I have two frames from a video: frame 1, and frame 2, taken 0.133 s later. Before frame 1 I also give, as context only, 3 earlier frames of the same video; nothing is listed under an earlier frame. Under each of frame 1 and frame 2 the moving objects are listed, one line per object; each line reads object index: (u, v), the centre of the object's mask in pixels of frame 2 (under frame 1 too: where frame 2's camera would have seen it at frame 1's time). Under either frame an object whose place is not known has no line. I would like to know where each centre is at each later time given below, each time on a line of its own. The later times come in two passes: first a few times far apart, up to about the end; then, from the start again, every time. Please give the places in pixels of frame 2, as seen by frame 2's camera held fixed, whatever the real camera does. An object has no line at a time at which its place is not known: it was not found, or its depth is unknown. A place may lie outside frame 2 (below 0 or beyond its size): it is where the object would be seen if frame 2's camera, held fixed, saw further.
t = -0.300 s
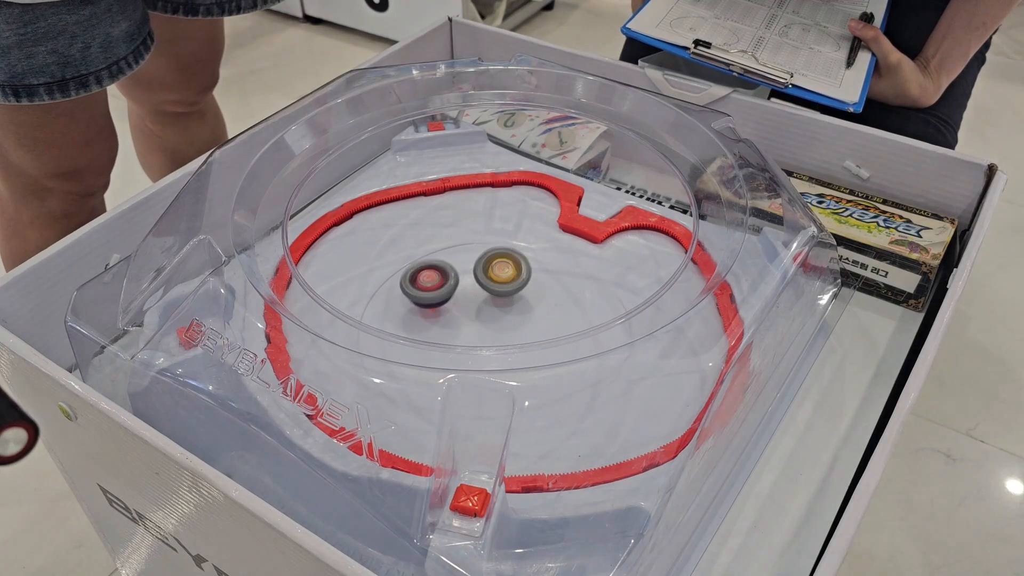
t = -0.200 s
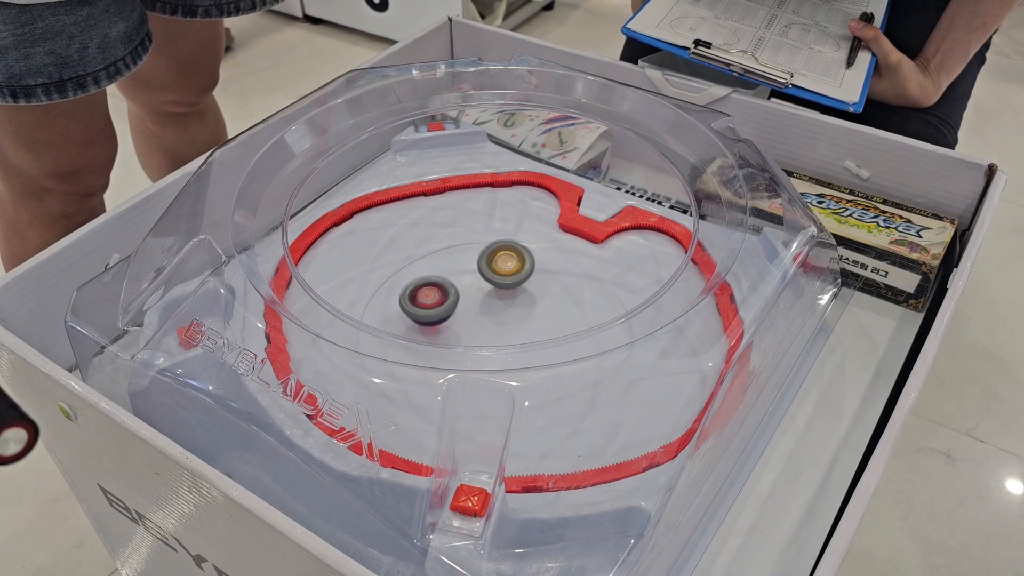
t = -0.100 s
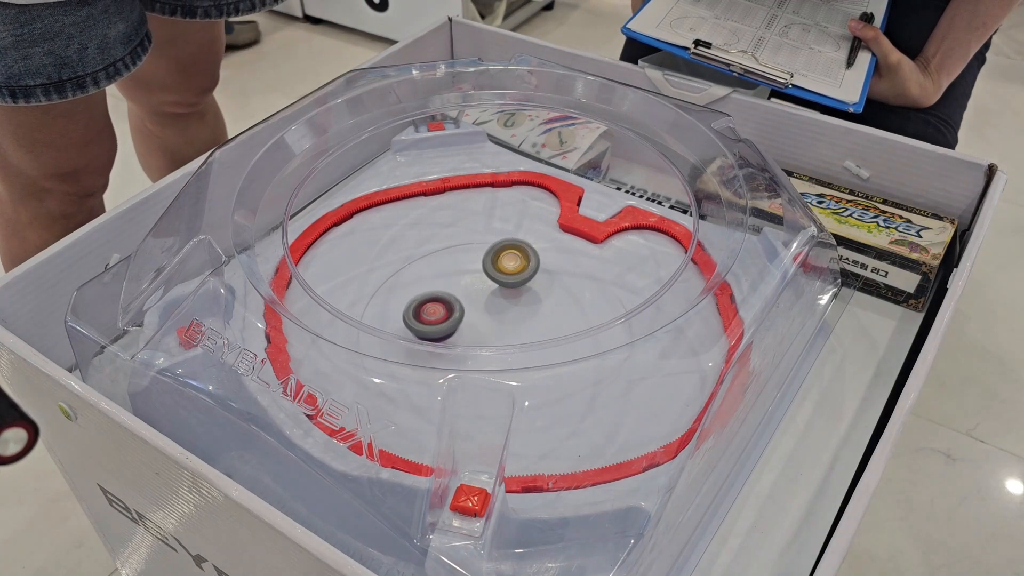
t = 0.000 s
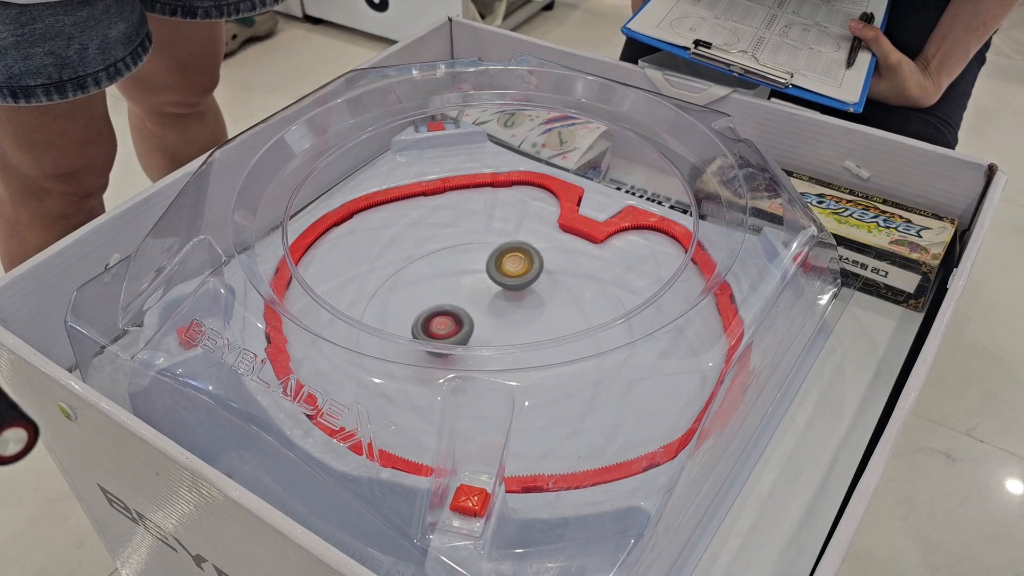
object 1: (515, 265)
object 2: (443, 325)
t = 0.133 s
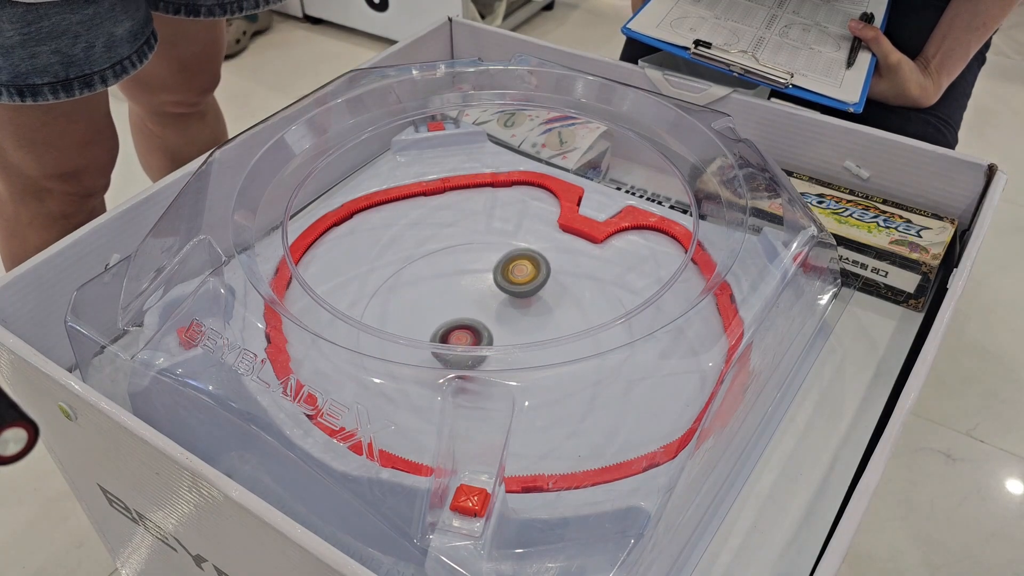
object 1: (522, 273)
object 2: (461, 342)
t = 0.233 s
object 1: (527, 282)
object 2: (477, 346)
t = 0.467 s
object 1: (536, 307)
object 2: (512, 345)
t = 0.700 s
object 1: (603, 252)
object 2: (429, 391)
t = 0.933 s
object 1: (560, 258)
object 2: (449, 329)
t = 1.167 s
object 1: (487, 264)
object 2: (439, 310)
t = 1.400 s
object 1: (448, 274)
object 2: (405, 308)
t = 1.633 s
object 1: (467, 269)
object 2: (377, 308)
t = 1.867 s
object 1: (471, 271)
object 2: (395, 307)
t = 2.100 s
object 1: (492, 285)
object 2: (431, 304)
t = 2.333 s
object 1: (557, 300)
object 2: (425, 298)
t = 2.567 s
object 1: (615, 300)
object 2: (401, 307)
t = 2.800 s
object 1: (599, 308)
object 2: (429, 321)
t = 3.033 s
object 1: (551, 320)
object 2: (476, 329)
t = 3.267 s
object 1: (591, 298)
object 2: (373, 327)
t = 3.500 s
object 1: (532, 275)
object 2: (370, 352)
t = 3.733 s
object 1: (481, 259)
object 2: (399, 357)
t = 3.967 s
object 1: (445, 256)
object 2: (449, 353)
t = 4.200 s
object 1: (431, 267)
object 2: (500, 335)
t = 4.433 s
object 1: (441, 296)
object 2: (545, 315)
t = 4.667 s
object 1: (469, 324)
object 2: (574, 295)
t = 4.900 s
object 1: (502, 345)
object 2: (580, 283)
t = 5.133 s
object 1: (530, 357)
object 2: (564, 285)
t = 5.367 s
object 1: (542, 350)
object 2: (532, 295)
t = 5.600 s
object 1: (534, 336)
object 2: (486, 291)
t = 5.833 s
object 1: (522, 318)
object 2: (443, 284)
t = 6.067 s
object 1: (503, 294)
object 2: (416, 279)
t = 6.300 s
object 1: (488, 277)
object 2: (413, 281)
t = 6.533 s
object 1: (506, 268)
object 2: (406, 296)
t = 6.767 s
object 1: (524, 269)
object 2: (418, 318)
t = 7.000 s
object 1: (524, 285)
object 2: (448, 337)
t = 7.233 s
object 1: (510, 309)
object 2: (486, 346)
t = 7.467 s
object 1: (520, 264)
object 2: (471, 409)
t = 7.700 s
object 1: (485, 258)
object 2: (466, 430)
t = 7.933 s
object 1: (458, 265)
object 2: (452, 432)
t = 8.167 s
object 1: (443, 286)
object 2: (449, 409)
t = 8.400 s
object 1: (441, 313)
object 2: (485, 382)
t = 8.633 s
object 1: (454, 330)
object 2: (539, 320)
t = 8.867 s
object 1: (473, 346)
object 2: (571, 271)
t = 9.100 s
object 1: (495, 346)
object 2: (577, 250)
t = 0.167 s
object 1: (524, 275)
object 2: (467, 344)
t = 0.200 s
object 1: (526, 278)
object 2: (472, 346)
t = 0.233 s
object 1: (527, 282)
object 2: (477, 346)
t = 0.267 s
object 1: (529, 285)
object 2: (484, 355)
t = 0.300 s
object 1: (531, 289)
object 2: (490, 347)
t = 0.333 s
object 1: (532, 293)
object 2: (493, 355)
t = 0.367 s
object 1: (534, 296)
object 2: (498, 346)
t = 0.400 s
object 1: (535, 300)
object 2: (502, 355)
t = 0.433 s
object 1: (536, 304)
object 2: (507, 345)
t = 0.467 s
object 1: (536, 307)
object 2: (512, 345)
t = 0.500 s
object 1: (538, 309)
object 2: (515, 345)
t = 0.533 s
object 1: (553, 292)
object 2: (497, 356)
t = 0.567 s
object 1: (567, 276)
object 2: (480, 376)
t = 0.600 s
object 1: (580, 272)
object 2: (462, 394)
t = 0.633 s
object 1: (590, 261)
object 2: (448, 391)
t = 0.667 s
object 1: (597, 253)
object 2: (435, 397)
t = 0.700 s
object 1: (603, 252)
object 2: (429, 391)
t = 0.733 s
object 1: (605, 246)
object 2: (426, 391)
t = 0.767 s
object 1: (605, 247)
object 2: (428, 381)
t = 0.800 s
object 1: (601, 248)
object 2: (429, 372)
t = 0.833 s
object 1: (594, 250)
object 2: (432, 368)
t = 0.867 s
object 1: (585, 253)
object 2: (439, 353)
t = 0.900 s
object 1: (573, 256)
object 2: (445, 340)
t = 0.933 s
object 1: (560, 258)
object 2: (449, 329)
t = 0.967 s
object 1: (547, 261)
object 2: (452, 324)
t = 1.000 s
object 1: (534, 263)
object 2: (456, 318)
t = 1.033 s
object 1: (521, 266)
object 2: (458, 312)
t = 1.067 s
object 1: (507, 268)
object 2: (458, 307)
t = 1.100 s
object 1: (494, 271)
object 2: (457, 304)
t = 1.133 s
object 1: (490, 263)
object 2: (447, 302)
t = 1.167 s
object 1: (487, 264)
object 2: (439, 310)
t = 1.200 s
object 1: (482, 264)
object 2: (433, 310)
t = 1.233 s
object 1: (478, 265)
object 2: (428, 312)
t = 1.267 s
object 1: (472, 267)
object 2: (424, 312)
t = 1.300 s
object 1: (466, 268)
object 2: (419, 311)
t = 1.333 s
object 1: (459, 270)
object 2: (414, 310)
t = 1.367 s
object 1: (454, 272)
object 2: (409, 309)
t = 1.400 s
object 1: (448, 274)
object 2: (405, 308)
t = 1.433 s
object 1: (444, 276)
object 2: (402, 306)
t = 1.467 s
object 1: (449, 273)
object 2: (391, 308)
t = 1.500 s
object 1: (456, 270)
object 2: (383, 309)
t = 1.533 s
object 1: (462, 269)
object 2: (378, 309)
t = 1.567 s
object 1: (465, 269)
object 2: (377, 308)
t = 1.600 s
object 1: (466, 269)
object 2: (376, 308)
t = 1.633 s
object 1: (467, 269)
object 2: (377, 308)
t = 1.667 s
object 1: (467, 269)
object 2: (377, 308)
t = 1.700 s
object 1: (467, 269)
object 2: (379, 308)
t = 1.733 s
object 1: (468, 269)
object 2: (381, 308)
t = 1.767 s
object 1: (468, 269)
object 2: (383, 308)
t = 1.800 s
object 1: (469, 270)
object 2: (386, 308)
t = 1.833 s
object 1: (470, 271)
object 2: (390, 308)
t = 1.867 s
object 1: (471, 271)
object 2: (395, 307)
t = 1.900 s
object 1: (473, 273)
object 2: (400, 307)
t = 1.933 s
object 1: (475, 274)
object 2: (406, 306)
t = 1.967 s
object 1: (476, 277)
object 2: (411, 306)
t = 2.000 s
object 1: (479, 279)
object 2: (418, 305)
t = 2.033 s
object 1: (481, 281)
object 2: (424, 304)
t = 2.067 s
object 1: (484, 284)
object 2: (430, 303)
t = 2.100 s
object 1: (492, 285)
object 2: (431, 304)
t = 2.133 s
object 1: (499, 287)
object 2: (433, 304)
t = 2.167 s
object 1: (504, 290)
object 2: (437, 304)
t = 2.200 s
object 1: (508, 292)
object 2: (443, 304)
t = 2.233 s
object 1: (511, 295)
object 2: (449, 304)
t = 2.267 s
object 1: (516, 298)
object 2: (454, 304)
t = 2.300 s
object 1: (531, 299)
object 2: (447, 300)
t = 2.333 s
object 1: (557, 300)
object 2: (425, 298)
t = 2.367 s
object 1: (580, 302)
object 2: (409, 298)
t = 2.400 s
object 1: (597, 302)
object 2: (399, 297)
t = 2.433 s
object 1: (607, 301)
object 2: (395, 297)
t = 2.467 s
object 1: (612, 300)
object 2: (396, 298)
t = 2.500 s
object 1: (615, 300)
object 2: (397, 301)
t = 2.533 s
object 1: (617, 299)
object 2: (399, 304)
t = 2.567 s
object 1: (615, 300)
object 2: (401, 307)
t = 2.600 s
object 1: (613, 300)
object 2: (404, 309)
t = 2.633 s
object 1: (612, 301)
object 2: (407, 312)
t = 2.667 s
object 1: (610, 302)
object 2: (411, 314)
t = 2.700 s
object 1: (608, 303)
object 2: (415, 316)
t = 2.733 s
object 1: (606, 304)
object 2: (419, 318)
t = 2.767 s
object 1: (603, 306)
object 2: (424, 320)
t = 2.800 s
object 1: (599, 308)
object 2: (429, 321)
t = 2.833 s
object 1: (594, 310)
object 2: (435, 323)
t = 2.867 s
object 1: (588, 312)
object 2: (441, 324)
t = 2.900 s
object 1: (582, 314)
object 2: (448, 325)
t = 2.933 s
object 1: (575, 315)
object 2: (455, 327)
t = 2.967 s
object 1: (567, 317)
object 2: (462, 328)
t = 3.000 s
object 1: (559, 318)
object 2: (469, 328)
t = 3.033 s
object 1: (551, 320)
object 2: (476, 329)
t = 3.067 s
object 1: (542, 321)
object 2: (482, 329)
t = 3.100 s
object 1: (560, 315)
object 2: (456, 327)
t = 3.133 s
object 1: (577, 312)
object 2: (429, 335)
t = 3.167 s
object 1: (588, 308)
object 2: (408, 331)
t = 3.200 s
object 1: (594, 304)
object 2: (390, 330)
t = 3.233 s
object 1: (595, 301)
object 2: (378, 329)
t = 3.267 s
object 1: (591, 298)
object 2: (373, 327)
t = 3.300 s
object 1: (583, 295)
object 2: (370, 326)
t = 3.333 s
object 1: (573, 292)
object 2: (370, 326)
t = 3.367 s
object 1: (565, 288)
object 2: (370, 334)
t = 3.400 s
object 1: (556, 285)
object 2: (369, 338)
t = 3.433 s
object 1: (548, 281)
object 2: (370, 342)
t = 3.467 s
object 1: (540, 278)
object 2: (371, 345)
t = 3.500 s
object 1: (532, 275)
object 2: (370, 352)
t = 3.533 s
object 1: (524, 271)
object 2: (373, 353)
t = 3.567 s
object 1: (516, 269)
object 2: (376, 355)
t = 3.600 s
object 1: (509, 266)
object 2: (379, 356)
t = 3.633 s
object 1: (501, 264)
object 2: (383, 357)
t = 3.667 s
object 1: (494, 262)
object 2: (386, 358)
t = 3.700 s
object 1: (487, 260)
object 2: (391, 359)
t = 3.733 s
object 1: (481, 259)
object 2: (399, 357)
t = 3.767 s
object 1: (474, 257)
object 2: (403, 362)
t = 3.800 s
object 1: (469, 256)
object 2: (411, 358)
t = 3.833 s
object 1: (463, 256)
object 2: (418, 358)
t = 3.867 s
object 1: (457, 255)
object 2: (426, 356)
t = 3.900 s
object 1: (452, 255)
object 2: (433, 355)
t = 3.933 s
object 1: (448, 256)
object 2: (441, 354)
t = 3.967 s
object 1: (445, 256)
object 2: (449, 353)
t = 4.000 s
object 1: (441, 257)
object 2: (456, 346)
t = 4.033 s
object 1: (439, 258)
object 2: (464, 346)
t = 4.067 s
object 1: (436, 259)
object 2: (471, 344)
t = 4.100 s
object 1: (434, 260)
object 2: (479, 342)
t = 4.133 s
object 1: (432, 262)
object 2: (486, 341)
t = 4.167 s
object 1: (431, 265)
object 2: (494, 338)
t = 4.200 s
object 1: (431, 267)
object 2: (500, 335)
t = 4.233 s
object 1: (431, 271)
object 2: (507, 328)
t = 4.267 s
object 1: (431, 274)
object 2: (514, 326)
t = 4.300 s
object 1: (432, 279)
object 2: (520, 324)
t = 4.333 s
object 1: (434, 283)
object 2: (527, 322)
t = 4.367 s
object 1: (436, 287)
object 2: (534, 320)
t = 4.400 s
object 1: (438, 292)
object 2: (539, 318)
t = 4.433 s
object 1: (441, 296)
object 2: (545, 315)
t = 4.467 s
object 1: (444, 300)
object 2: (550, 313)
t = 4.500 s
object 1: (448, 305)
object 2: (555, 310)
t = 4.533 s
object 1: (452, 309)
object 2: (559, 307)
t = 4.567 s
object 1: (456, 314)
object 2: (564, 304)
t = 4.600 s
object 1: (460, 318)
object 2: (568, 301)
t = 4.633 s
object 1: (464, 321)
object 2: (571, 298)
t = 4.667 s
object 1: (469, 324)
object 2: (574, 295)
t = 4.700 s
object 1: (474, 326)
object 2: (577, 293)
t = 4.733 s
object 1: (478, 328)
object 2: (578, 291)
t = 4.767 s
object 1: (483, 330)
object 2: (580, 289)
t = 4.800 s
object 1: (488, 337)
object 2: (581, 287)
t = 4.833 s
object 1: (493, 340)
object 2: (581, 285)
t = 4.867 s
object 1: (497, 343)
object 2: (581, 284)
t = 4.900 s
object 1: (502, 345)
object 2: (580, 283)
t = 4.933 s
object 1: (507, 346)
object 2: (579, 283)
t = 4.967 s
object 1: (511, 345)
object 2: (577, 282)
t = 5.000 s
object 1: (516, 354)
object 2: (576, 282)
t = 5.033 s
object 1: (520, 355)
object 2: (573, 283)
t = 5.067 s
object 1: (523, 356)
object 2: (570, 283)
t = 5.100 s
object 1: (527, 356)
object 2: (567, 284)
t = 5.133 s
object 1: (530, 357)
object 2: (564, 285)
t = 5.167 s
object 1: (533, 357)
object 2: (560, 286)
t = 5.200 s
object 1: (536, 356)
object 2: (556, 287)
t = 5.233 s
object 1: (538, 355)
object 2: (551, 288)
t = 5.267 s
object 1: (539, 354)
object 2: (547, 290)
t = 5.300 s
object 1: (540, 352)
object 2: (542, 292)
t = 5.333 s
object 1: (541, 351)
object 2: (537, 293)
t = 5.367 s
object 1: (542, 350)
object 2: (532, 295)
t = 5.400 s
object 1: (542, 350)
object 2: (526, 296)
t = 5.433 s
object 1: (540, 342)
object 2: (521, 298)
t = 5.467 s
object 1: (539, 340)
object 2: (515, 299)
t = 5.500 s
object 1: (537, 338)
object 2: (509, 300)
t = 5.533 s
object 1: (536, 335)
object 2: (503, 301)
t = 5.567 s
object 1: (536, 337)
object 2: (494, 296)
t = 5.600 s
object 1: (534, 336)
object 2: (486, 291)
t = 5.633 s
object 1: (532, 333)
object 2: (479, 289)
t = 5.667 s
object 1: (529, 328)
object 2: (472, 288)
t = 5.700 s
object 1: (528, 326)
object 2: (465, 287)
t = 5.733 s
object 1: (527, 324)
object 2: (459, 286)
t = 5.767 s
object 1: (525, 323)
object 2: (453, 285)
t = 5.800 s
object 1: (524, 320)
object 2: (448, 285)
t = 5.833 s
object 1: (522, 318)
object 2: (443, 284)
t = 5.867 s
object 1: (519, 314)
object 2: (438, 283)
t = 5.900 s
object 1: (516, 311)
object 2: (433, 282)
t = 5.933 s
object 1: (514, 307)
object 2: (429, 281)
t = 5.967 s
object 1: (511, 304)
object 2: (425, 281)
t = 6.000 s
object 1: (508, 300)
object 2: (422, 280)
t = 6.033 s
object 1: (506, 297)
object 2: (419, 280)
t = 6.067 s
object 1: (503, 294)
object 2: (416, 279)
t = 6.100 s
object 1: (500, 290)
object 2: (414, 279)
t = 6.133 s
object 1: (498, 287)
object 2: (412, 279)
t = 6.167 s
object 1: (496, 285)
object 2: (412, 279)
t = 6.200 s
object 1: (493, 282)
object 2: (411, 279)
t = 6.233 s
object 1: (491, 280)
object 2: (411, 280)
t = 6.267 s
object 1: (489, 278)
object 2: (412, 280)
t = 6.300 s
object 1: (488, 277)
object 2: (413, 281)
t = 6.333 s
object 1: (486, 275)
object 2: (415, 282)
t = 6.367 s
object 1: (485, 274)
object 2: (418, 283)
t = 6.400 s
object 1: (483, 273)
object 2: (420, 284)
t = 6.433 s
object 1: (482, 273)
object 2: (424, 285)
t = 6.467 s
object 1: (483, 273)
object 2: (425, 287)
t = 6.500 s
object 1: (495, 269)
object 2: (413, 292)
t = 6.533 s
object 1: (506, 268)
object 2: (406, 296)
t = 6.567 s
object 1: (513, 268)
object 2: (405, 299)
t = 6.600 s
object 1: (517, 268)
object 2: (407, 302)
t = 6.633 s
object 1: (518, 268)
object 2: (408, 306)
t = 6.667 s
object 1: (520, 268)
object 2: (410, 309)
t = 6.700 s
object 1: (521, 268)
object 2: (412, 313)
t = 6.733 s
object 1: (522, 268)
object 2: (415, 315)
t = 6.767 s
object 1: (524, 269)
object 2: (418, 318)
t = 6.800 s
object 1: (524, 270)
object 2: (421, 320)
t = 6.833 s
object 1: (525, 272)
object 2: (425, 321)
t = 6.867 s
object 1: (525, 274)
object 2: (429, 323)
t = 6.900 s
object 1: (526, 276)
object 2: (434, 325)
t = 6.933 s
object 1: (525, 279)
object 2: (439, 327)
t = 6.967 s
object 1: (525, 282)
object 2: (443, 334)
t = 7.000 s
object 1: (524, 285)
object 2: (448, 337)
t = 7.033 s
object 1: (523, 289)
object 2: (453, 340)
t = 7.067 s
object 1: (521, 292)
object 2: (459, 342)
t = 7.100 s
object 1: (519, 296)
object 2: (464, 343)
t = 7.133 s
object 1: (517, 300)
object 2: (470, 345)
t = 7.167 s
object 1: (515, 304)
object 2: (476, 346)
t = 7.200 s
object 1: (512, 307)
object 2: (480, 346)
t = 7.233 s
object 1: (510, 309)
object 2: (486, 346)
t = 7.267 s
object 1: (508, 311)
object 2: (490, 346)
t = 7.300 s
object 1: (514, 299)
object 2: (481, 378)
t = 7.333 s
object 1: (520, 286)
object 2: (477, 395)
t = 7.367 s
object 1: (524, 276)
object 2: (472, 402)
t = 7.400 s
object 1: (525, 269)
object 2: (471, 403)
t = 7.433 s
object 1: (524, 266)
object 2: (476, 407)
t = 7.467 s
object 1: (520, 264)
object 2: (471, 409)
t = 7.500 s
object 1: (515, 263)
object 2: (478, 412)
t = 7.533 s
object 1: (510, 261)
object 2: (478, 415)
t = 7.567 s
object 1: (505, 260)
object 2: (478, 418)
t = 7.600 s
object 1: (500, 259)
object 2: (477, 423)
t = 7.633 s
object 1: (495, 258)
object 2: (475, 425)
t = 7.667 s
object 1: (490, 258)
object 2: (469, 427)
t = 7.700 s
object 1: (485, 258)
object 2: (466, 430)
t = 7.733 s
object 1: (481, 258)
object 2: (467, 432)
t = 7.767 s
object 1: (476, 259)
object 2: (461, 433)
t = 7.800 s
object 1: (472, 259)
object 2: (459, 434)
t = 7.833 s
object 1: (468, 260)
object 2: (457, 434)
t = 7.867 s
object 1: (464, 262)
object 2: (456, 434)
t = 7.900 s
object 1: (461, 263)
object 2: (454, 433)
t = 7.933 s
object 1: (458, 265)
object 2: (452, 432)
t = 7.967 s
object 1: (455, 267)
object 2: (450, 431)
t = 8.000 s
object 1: (452, 270)
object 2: (449, 429)
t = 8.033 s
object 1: (450, 273)
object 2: (448, 425)
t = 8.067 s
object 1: (448, 276)
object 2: (447, 422)
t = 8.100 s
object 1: (446, 279)
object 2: (447, 419)
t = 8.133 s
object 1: (444, 282)
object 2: (447, 416)
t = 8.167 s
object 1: (443, 286)
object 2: (449, 409)
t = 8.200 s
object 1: (442, 290)
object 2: (451, 406)
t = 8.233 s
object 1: (441, 293)
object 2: (453, 403)
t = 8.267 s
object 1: (441, 297)
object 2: (457, 399)
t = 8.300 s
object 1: (441, 301)
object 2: (463, 397)
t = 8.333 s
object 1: (441, 305)
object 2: (470, 390)
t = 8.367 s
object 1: (441, 309)
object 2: (478, 385)
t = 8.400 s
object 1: (441, 313)
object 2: (485, 382)
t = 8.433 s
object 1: (442, 317)
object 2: (494, 380)
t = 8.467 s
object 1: (443, 320)
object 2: (502, 364)
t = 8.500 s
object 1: (445, 323)
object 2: (509, 355)
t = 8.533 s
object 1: (447, 325)
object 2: (517, 345)
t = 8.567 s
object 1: (449, 327)
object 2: (525, 338)
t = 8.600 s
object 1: (452, 329)
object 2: (531, 325)
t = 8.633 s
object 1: (454, 330)
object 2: (539, 320)
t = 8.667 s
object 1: (456, 338)
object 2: (546, 314)
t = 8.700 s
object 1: (458, 341)
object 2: (552, 306)
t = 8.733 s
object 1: (461, 343)
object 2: (557, 298)
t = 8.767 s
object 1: (464, 345)
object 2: (562, 291)
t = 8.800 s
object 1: (467, 346)
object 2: (566, 284)
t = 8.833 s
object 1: (470, 346)
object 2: (569, 277)
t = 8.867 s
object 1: (473, 346)
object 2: (571, 271)
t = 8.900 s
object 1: (476, 346)
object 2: (573, 267)
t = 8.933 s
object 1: (479, 346)
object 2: (574, 263)
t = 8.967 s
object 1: (482, 346)
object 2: (574, 259)
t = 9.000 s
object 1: (485, 346)
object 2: (575, 256)
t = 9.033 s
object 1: (488, 346)
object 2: (575, 254)
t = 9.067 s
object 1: (492, 346)
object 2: (576, 252)
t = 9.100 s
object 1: (495, 346)
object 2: (577, 250)
